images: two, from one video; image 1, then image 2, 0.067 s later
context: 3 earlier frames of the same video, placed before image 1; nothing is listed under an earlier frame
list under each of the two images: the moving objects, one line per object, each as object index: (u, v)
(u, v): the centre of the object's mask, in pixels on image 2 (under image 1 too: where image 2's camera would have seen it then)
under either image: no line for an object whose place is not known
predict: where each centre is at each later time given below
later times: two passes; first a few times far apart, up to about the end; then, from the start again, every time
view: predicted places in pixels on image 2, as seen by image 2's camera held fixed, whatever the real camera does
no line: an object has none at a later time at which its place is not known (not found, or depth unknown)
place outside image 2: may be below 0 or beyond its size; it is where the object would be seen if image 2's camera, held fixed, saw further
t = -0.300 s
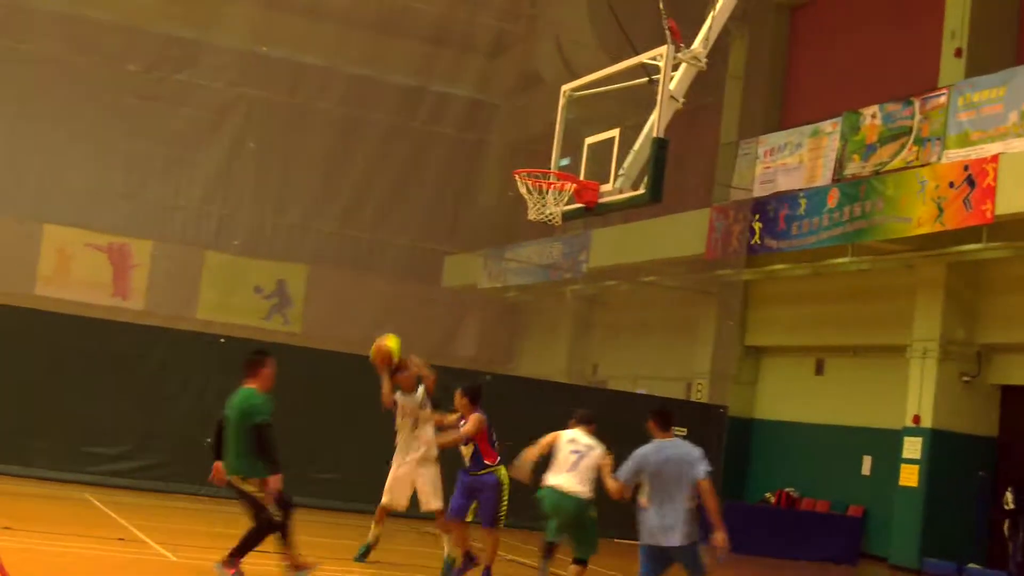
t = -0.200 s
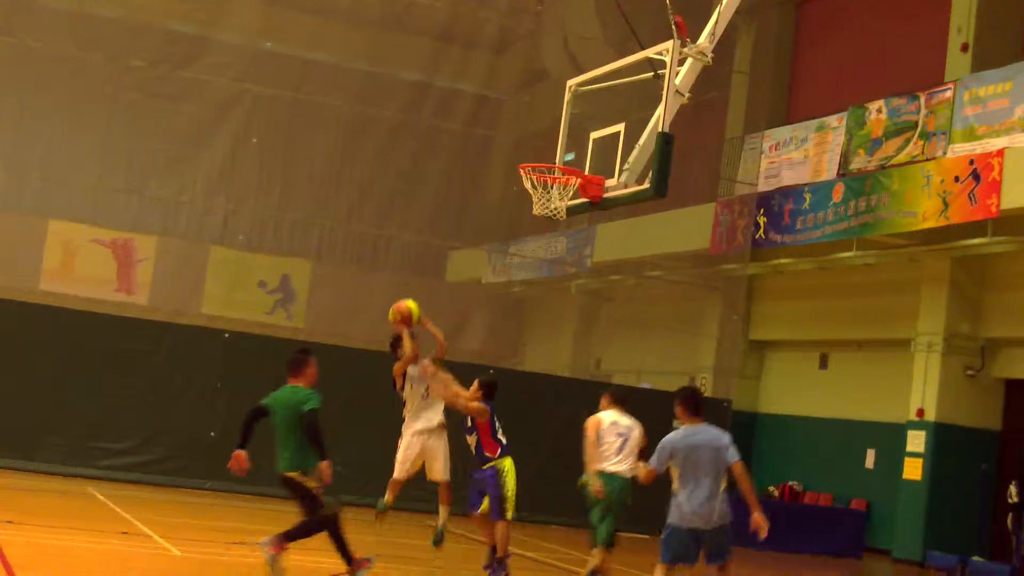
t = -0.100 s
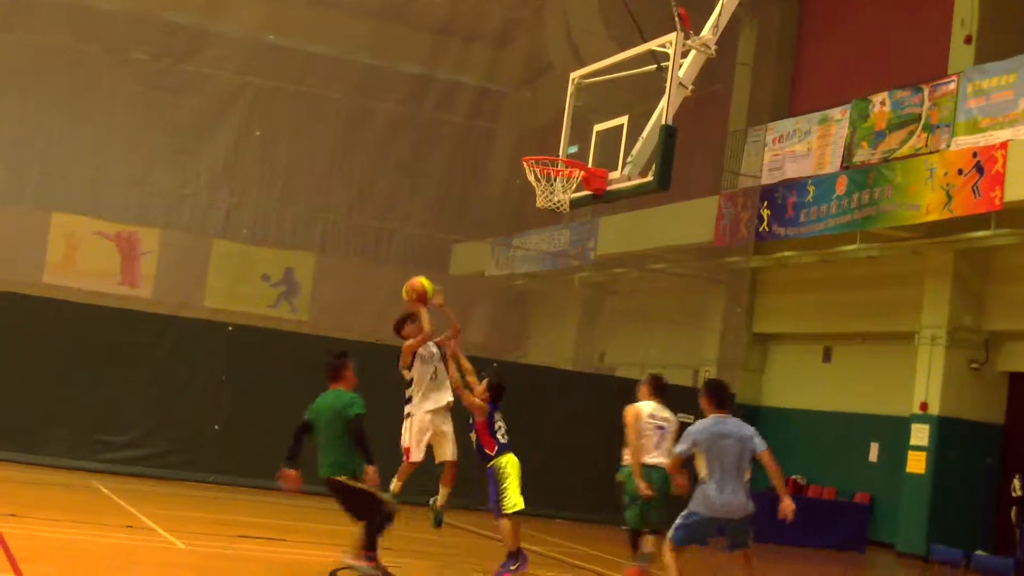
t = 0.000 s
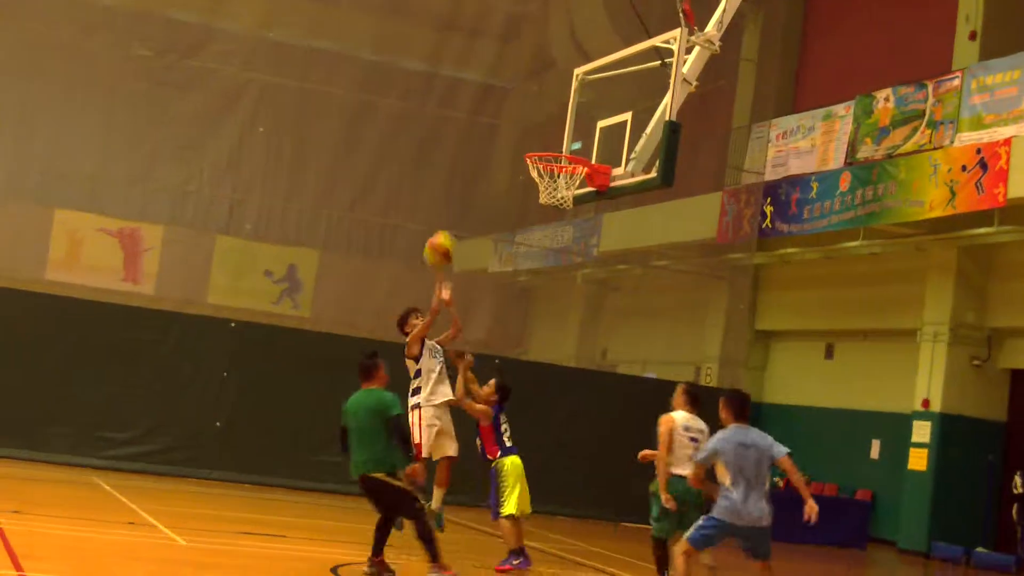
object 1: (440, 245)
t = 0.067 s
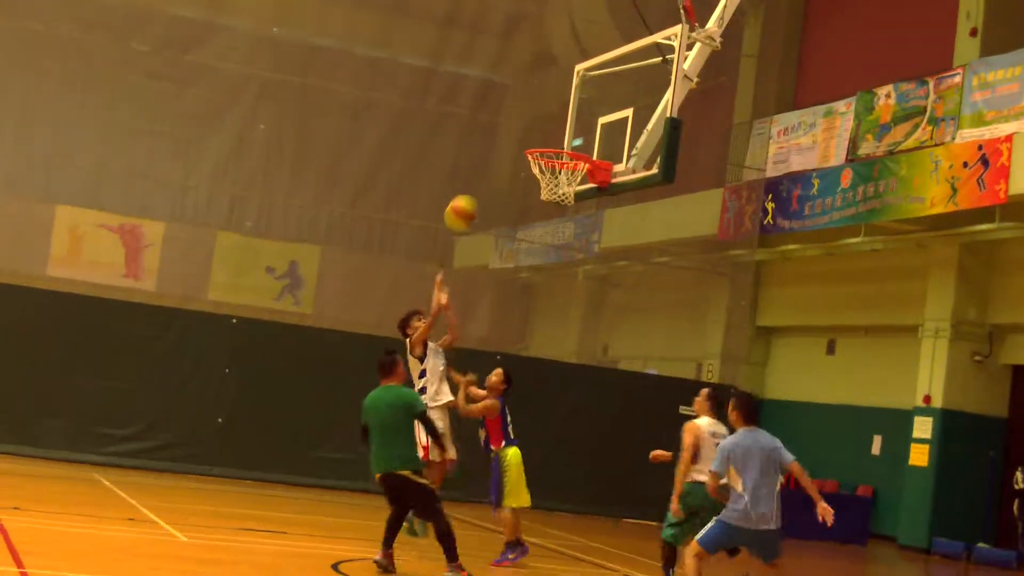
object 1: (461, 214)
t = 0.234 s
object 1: (506, 153)
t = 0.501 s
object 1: (559, 118)
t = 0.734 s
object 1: (530, 146)
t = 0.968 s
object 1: (471, 171)
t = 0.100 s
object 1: (470, 199)
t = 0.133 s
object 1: (480, 185)
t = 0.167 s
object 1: (490, 173)
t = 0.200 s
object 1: (499, 162)
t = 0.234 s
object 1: (506, 153)
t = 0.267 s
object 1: (518, 143)
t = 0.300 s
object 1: (527, 136)
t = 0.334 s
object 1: (536, 130)
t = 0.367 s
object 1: (546, 125)
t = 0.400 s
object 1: (555, 121)
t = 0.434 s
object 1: (562, 119)
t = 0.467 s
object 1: (561, 118)
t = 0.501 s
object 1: (559, 118)
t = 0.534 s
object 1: (556, 120)
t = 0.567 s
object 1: (554, 122)
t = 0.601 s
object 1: (551, 126)
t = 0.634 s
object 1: (546, 133)
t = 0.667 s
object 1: (544, 137)
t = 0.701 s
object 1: (539, 143)
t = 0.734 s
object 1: (530, 146)
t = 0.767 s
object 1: (522, 148)
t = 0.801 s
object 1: (515, 149)
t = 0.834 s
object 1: (507, 151)
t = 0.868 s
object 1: (499, 154)
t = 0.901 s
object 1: (490, 158)
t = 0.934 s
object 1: (480, 164)
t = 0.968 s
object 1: (471, 171)
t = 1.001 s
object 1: (461, 180)
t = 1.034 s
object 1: (452, 189)
